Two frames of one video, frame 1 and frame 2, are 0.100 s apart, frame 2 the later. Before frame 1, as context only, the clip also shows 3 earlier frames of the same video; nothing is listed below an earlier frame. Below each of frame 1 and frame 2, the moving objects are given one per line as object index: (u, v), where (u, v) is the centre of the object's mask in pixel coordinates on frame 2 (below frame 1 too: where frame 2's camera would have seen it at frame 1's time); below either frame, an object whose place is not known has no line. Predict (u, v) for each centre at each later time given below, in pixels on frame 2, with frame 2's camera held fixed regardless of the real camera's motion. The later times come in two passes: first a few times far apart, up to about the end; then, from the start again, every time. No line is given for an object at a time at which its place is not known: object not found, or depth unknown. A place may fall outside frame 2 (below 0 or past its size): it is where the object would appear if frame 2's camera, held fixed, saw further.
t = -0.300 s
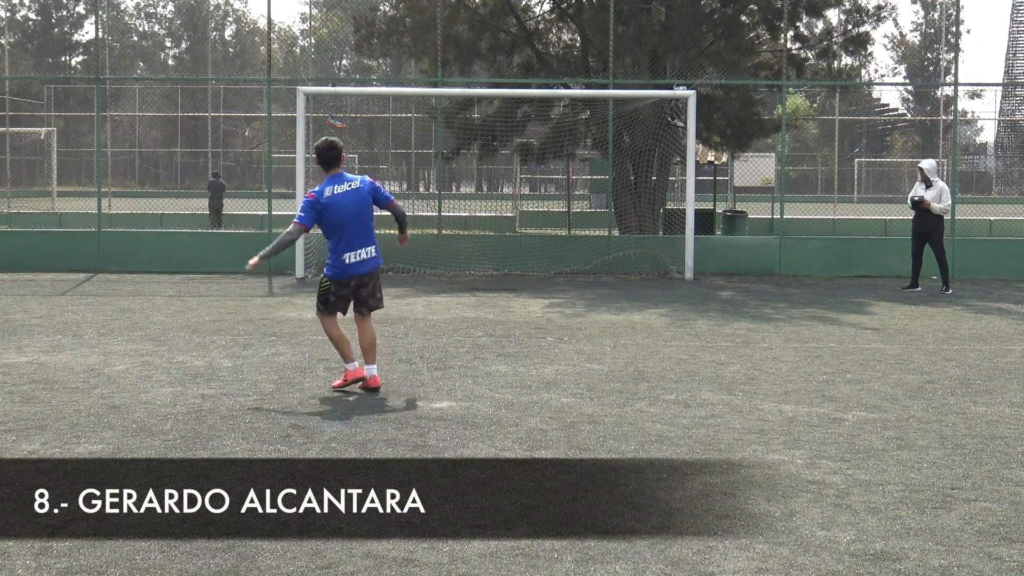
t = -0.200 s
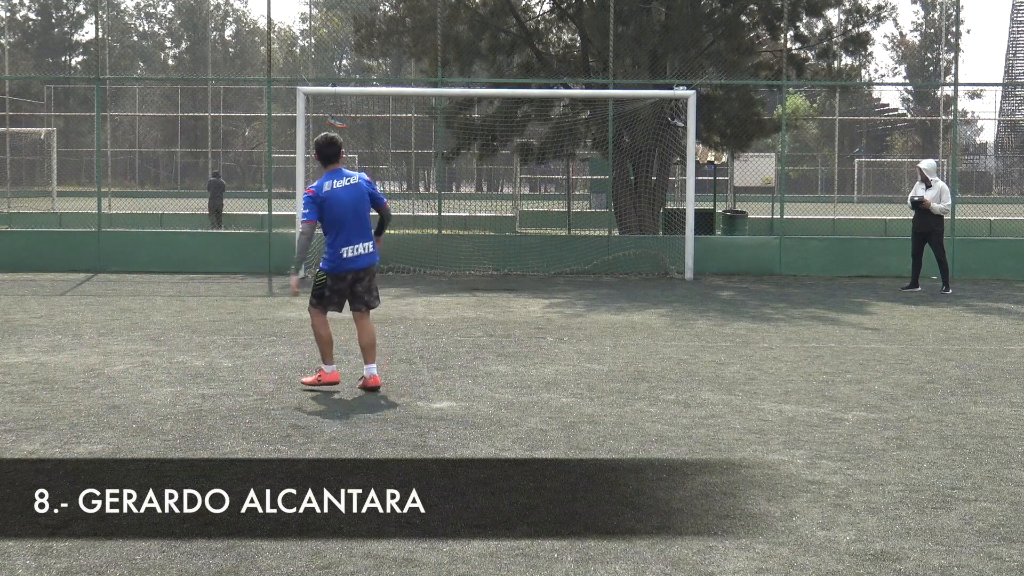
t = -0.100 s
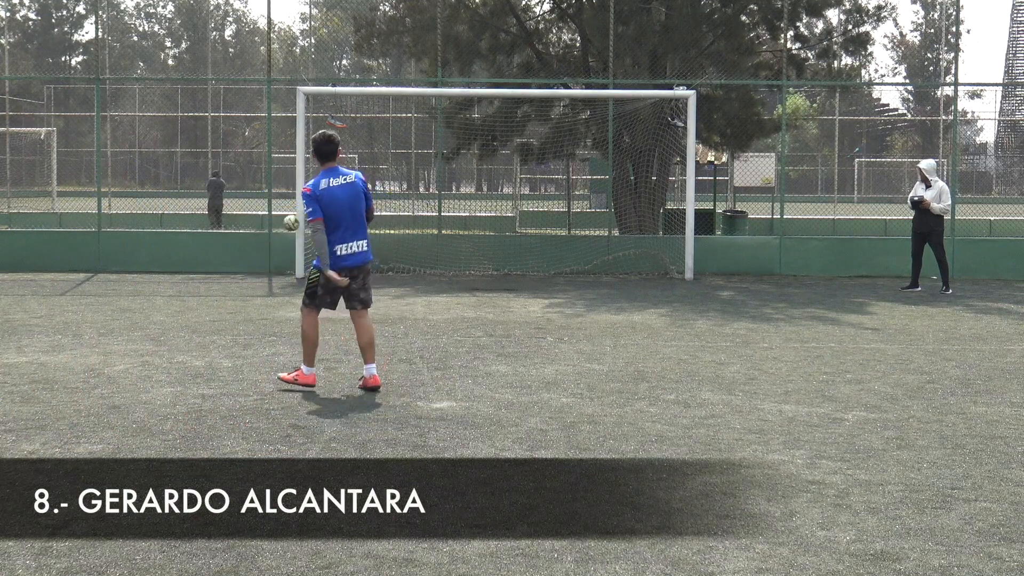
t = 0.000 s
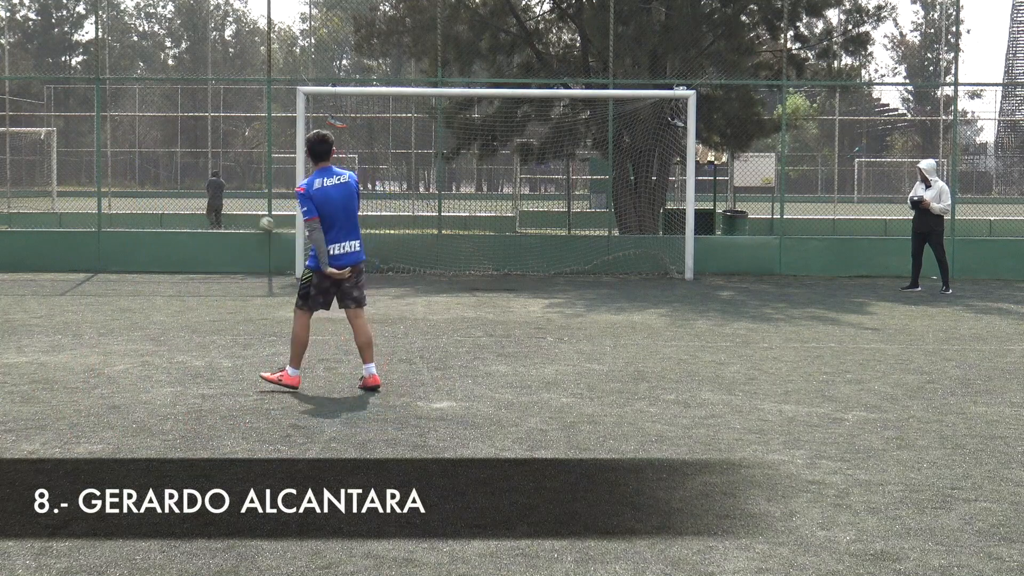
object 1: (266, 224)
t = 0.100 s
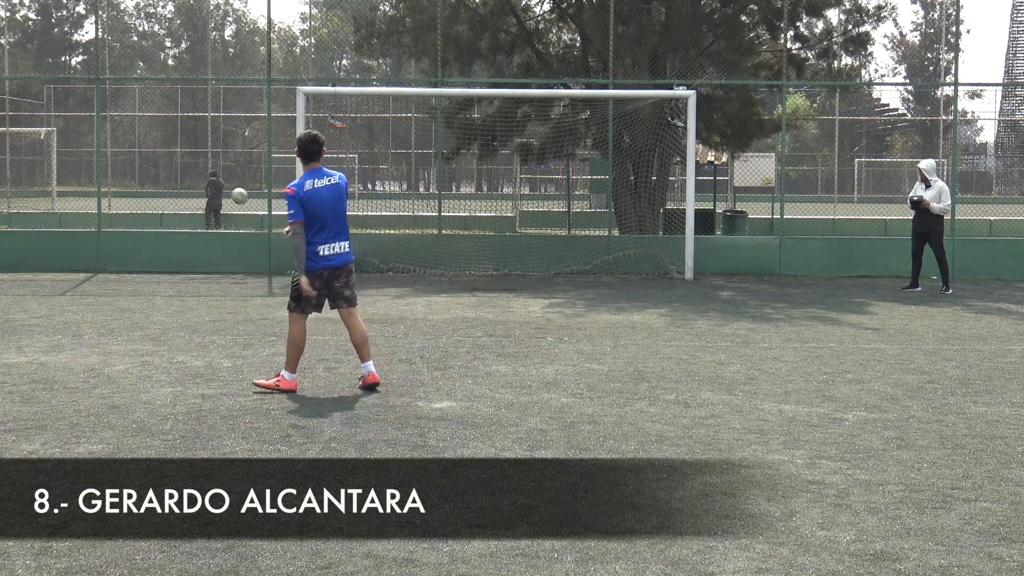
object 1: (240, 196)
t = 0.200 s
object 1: (209, 171)
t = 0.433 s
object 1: (125, 141)
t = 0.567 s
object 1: (67, 143)
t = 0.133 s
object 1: (230, 187)
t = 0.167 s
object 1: (220, 179)
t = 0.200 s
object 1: (209, 171)
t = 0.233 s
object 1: (199, 165)
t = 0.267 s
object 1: (188, 159)
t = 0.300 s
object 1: (176, 153)
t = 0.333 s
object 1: (164, 150)
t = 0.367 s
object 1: (152, 145)
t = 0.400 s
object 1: (138, 143)
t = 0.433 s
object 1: (125, 141)
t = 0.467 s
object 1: (112, 140)
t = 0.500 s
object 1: (97, 140)
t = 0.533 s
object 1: (83, 142)
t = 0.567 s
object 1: (67, 143)
